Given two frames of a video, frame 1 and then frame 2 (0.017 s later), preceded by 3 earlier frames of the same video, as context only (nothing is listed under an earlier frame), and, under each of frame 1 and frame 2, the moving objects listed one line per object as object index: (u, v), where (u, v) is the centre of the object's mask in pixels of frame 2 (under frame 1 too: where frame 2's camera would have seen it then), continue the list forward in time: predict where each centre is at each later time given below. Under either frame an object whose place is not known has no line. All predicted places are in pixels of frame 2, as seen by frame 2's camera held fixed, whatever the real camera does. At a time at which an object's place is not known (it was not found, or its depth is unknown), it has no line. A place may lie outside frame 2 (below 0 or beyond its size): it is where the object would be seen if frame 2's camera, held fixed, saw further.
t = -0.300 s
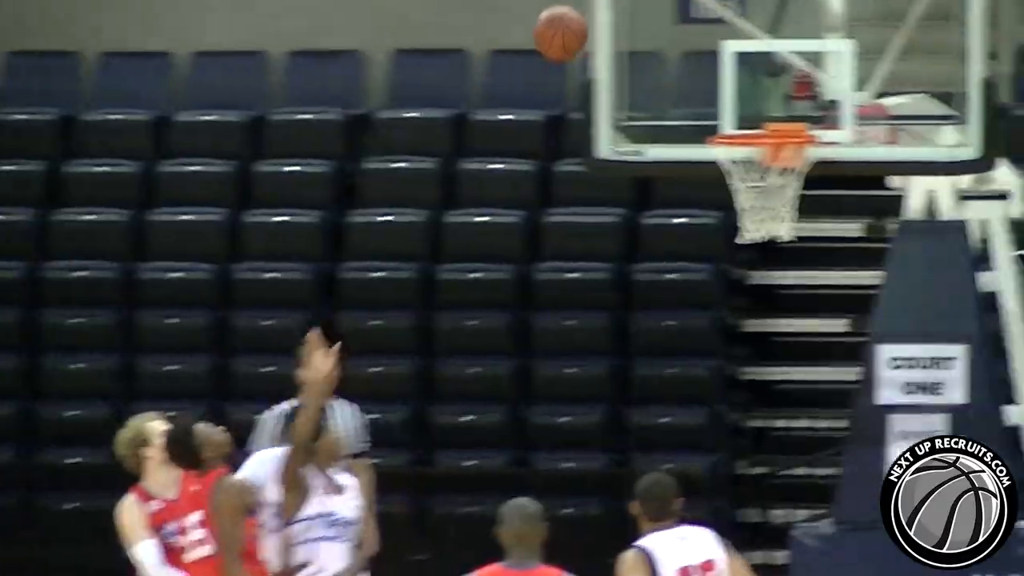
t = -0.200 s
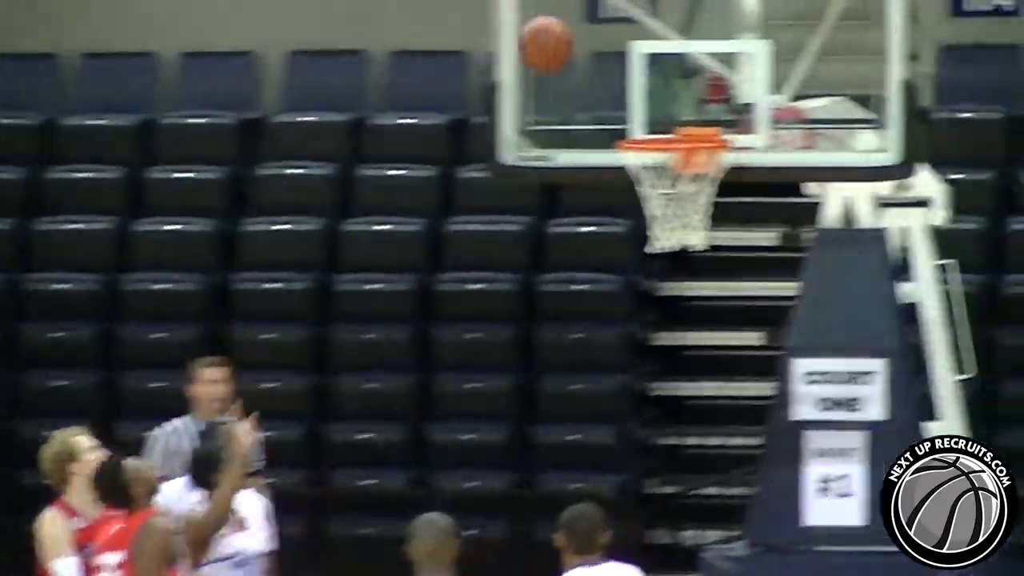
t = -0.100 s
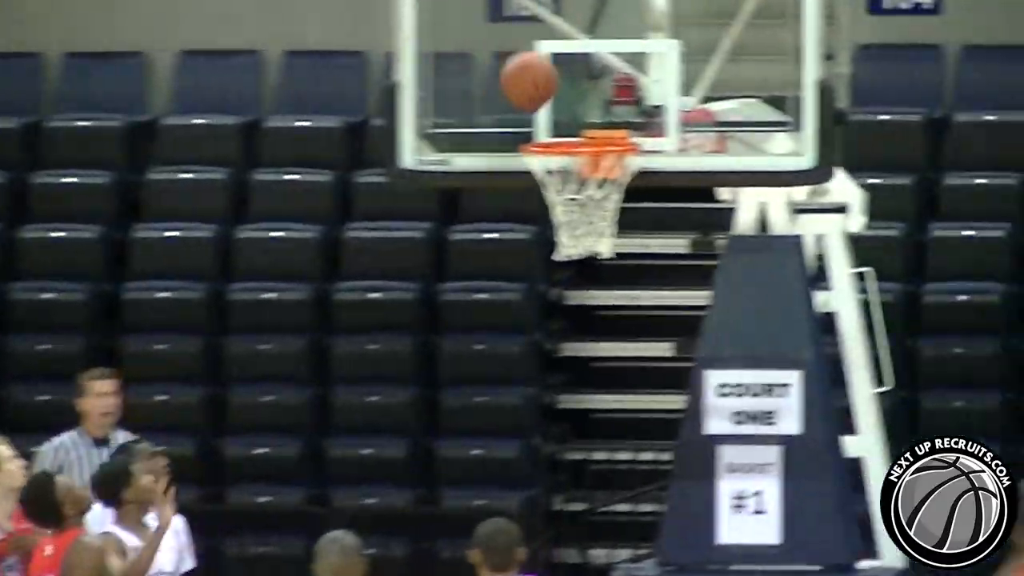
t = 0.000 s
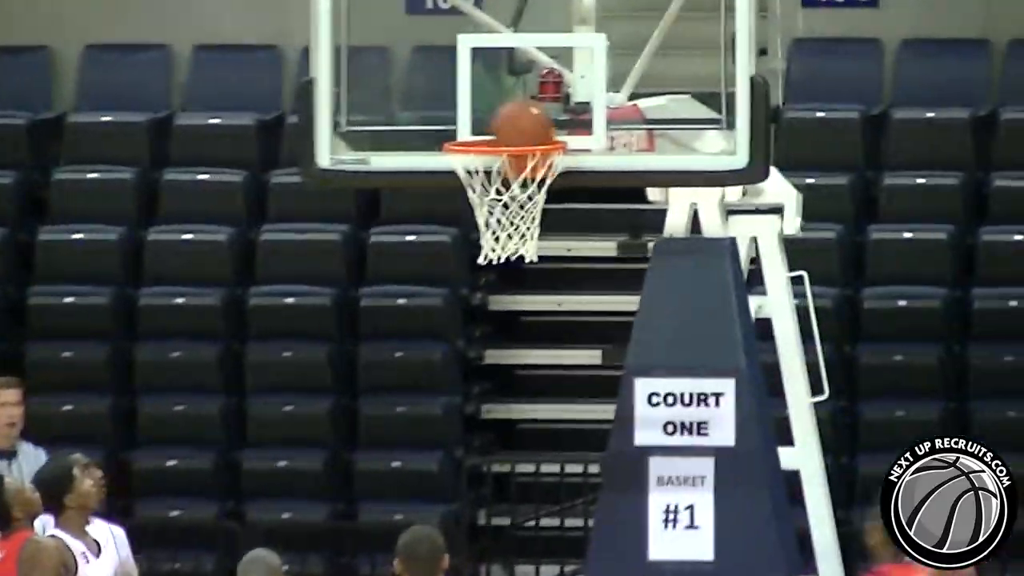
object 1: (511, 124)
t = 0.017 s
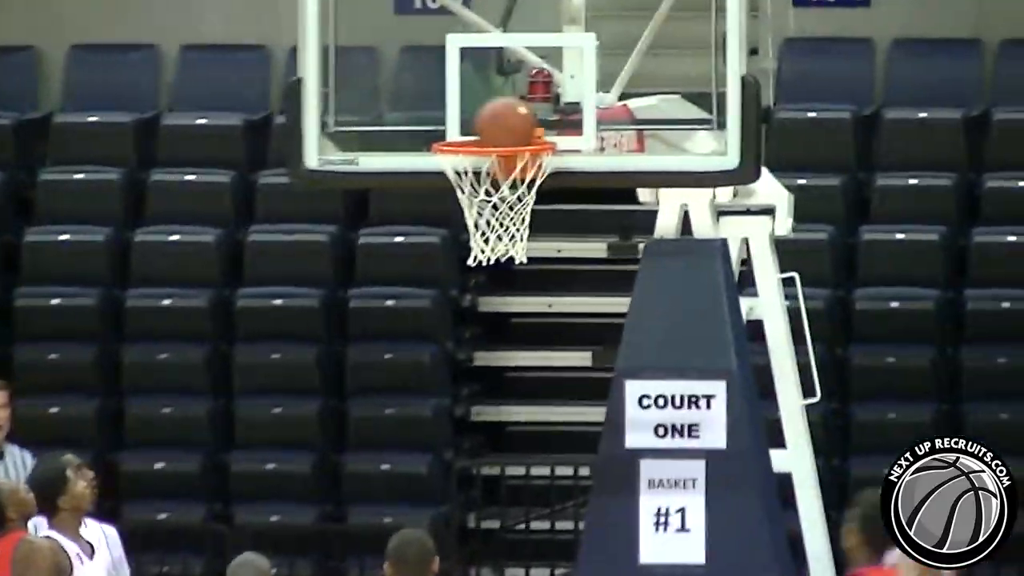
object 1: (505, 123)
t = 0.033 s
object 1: (499, 122)
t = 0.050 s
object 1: (494, 121)
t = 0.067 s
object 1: (486, 121)
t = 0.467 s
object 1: (409, 96)
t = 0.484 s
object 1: (406, 104)
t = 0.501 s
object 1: (403, 112)
